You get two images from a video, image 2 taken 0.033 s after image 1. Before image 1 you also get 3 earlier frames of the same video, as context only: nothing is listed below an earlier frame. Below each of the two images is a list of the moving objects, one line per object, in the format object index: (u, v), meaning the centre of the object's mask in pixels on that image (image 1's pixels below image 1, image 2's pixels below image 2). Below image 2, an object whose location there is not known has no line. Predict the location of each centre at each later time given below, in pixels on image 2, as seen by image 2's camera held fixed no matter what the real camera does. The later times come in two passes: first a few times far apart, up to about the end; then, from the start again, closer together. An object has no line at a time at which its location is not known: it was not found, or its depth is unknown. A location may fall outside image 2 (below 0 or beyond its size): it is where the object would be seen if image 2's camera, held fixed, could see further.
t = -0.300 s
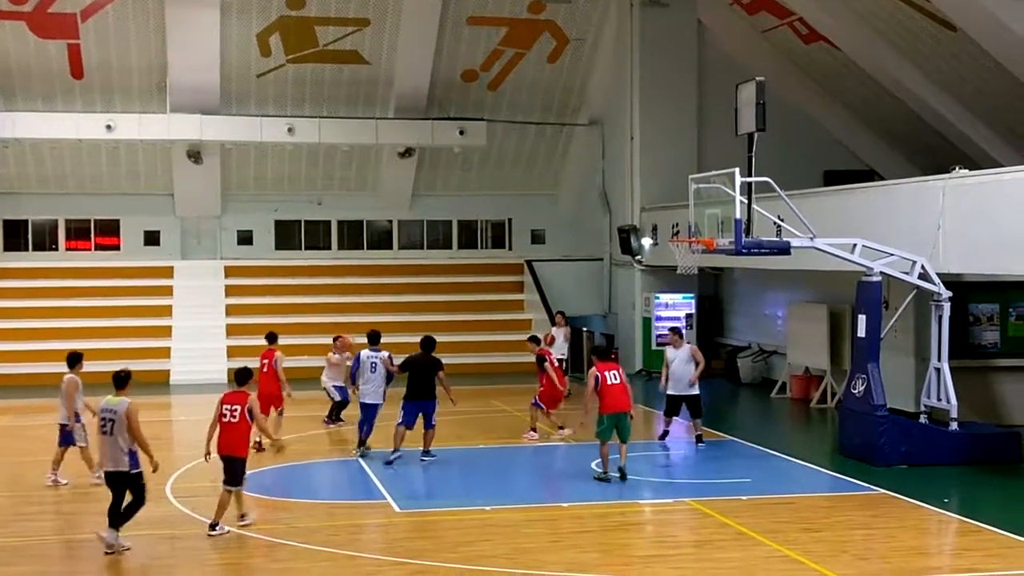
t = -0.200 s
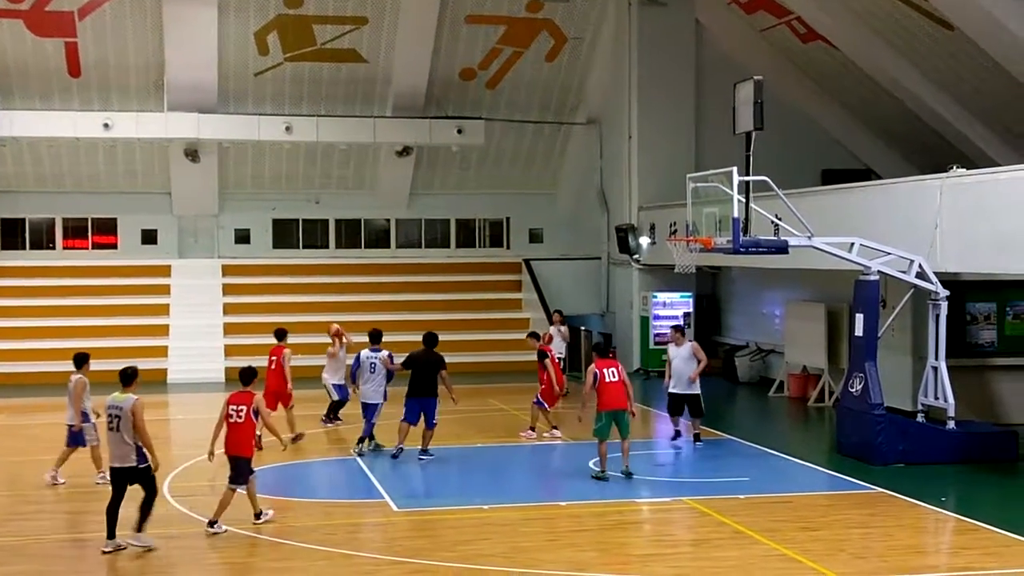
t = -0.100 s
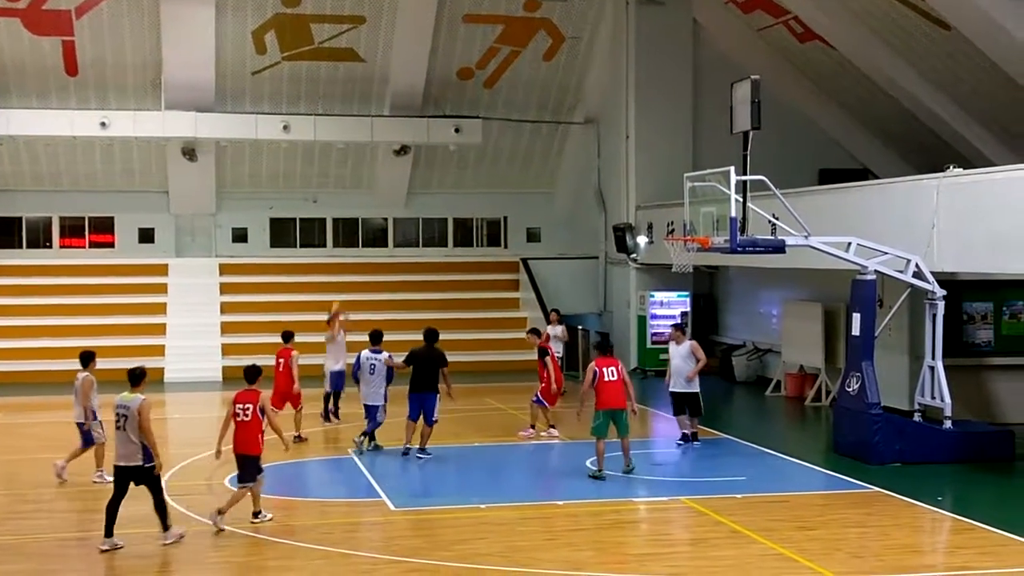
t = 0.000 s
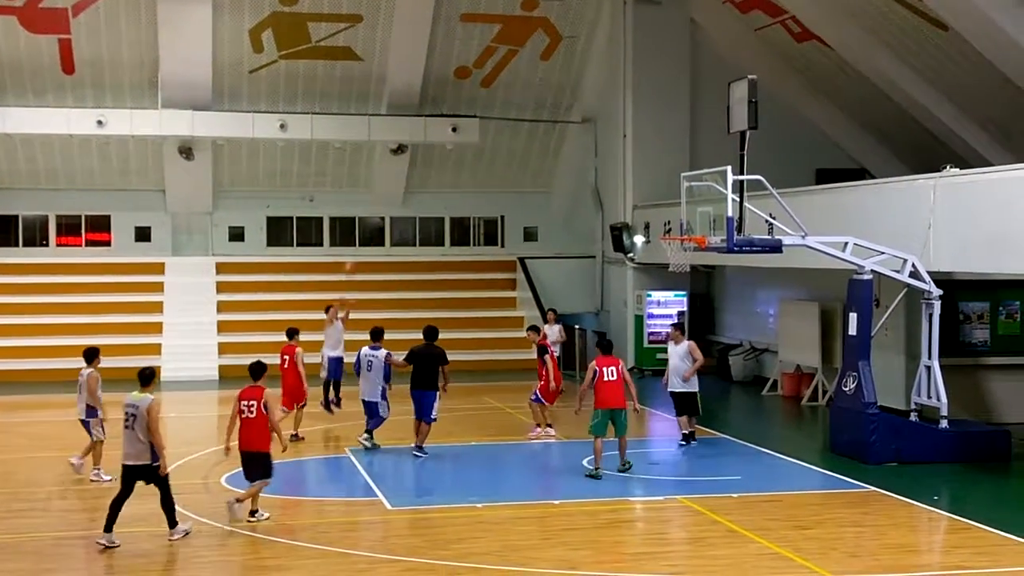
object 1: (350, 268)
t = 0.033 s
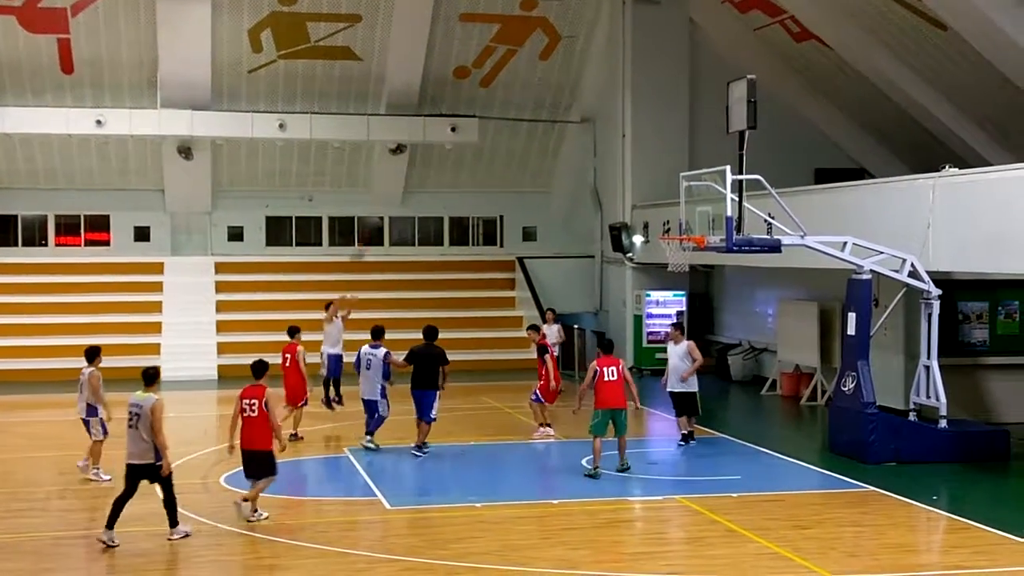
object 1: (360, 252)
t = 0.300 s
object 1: (420, 166)
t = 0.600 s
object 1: (493, 113)
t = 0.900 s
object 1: (576, 114)
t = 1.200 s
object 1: (664, 181)
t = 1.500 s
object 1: (689, 193)
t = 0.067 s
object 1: (365, 240)
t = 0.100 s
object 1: (372, 228)
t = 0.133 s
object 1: (379, 218)
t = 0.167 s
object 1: (391, 203)
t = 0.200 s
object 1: (394, 196)
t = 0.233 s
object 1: (402, 189)
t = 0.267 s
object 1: (410, 175)
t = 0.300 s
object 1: (420, 166)
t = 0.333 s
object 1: (427, 158)
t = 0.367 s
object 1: (435, 149)
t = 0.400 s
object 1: (446, 146)
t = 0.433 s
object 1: (453, 137)
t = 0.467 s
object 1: (460, 131)
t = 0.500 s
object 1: (469, 125)
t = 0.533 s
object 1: (475, 122)
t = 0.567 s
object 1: (484, 117)
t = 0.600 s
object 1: (493, 113)
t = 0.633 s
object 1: (503, 112)
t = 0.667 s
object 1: (511, 110)
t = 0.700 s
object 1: (521, 109)
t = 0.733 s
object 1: (531, 109)
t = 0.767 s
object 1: (539, 108)
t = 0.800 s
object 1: (549, 110)
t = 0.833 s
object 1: (557, 112)
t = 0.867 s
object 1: (568, 113)
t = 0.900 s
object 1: (576, 114)
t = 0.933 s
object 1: (586, 120)
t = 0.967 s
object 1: (595, 124)
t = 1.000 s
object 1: (604, 130)
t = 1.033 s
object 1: (614, 137)
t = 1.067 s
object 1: (623, 144)
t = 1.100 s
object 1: (633, 151)
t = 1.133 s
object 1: (644, 162)
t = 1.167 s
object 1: (654, 172)
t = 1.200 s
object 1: (664, 181)
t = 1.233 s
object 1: (673, 192)
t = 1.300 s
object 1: (697, 220)
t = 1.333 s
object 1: (697, 229)
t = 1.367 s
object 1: (695, 219)
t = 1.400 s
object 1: (694, 213)
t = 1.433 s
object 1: (692, 203)
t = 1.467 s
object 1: (691, 198)
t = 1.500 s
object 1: (689, 193)
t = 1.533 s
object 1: (687, 188)
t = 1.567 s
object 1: (685, 183)
